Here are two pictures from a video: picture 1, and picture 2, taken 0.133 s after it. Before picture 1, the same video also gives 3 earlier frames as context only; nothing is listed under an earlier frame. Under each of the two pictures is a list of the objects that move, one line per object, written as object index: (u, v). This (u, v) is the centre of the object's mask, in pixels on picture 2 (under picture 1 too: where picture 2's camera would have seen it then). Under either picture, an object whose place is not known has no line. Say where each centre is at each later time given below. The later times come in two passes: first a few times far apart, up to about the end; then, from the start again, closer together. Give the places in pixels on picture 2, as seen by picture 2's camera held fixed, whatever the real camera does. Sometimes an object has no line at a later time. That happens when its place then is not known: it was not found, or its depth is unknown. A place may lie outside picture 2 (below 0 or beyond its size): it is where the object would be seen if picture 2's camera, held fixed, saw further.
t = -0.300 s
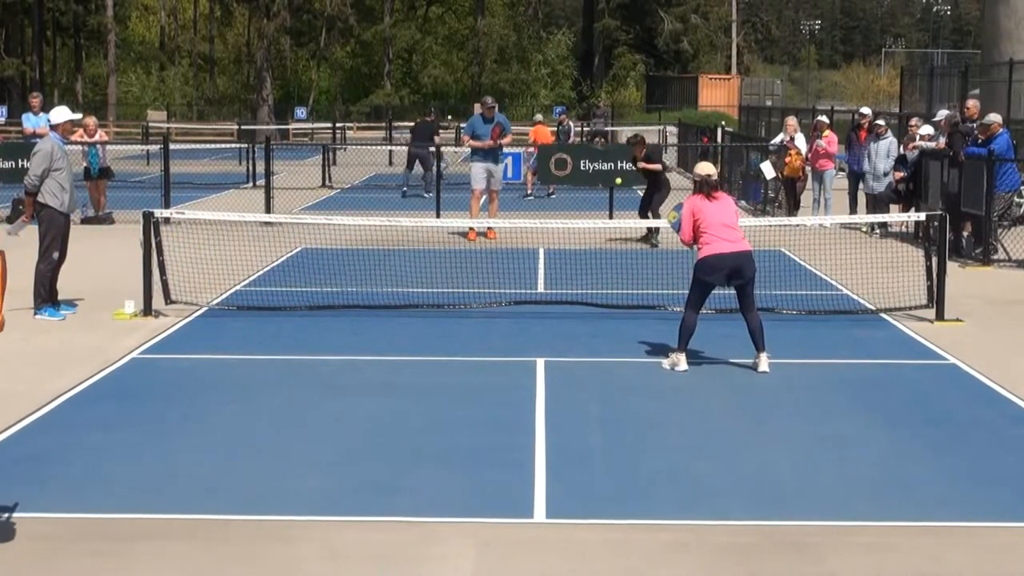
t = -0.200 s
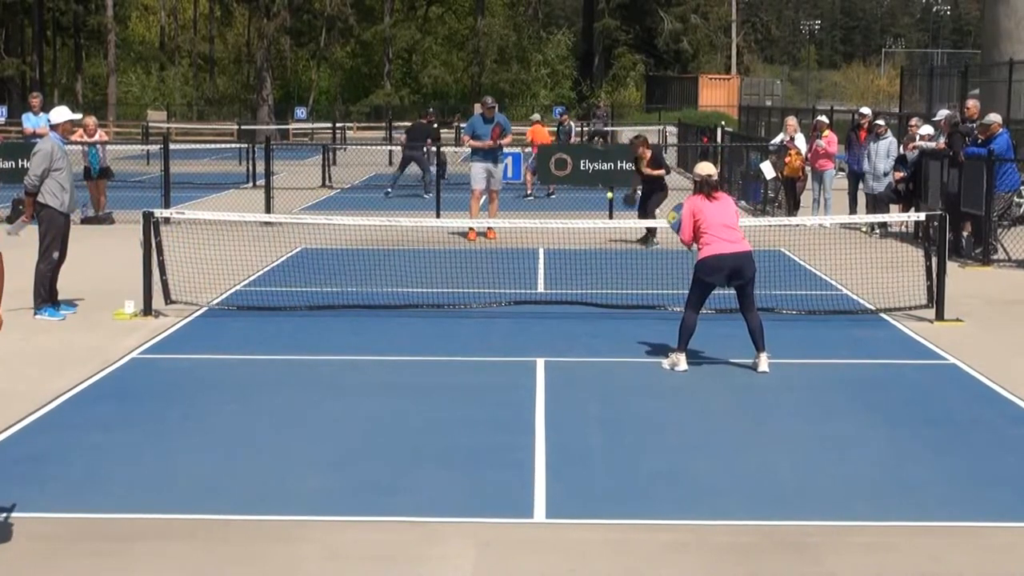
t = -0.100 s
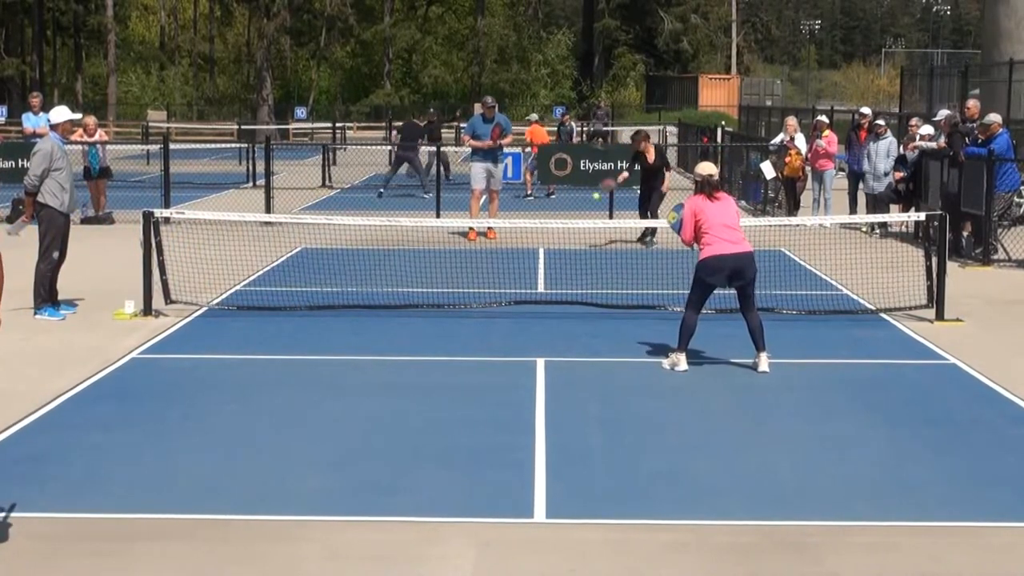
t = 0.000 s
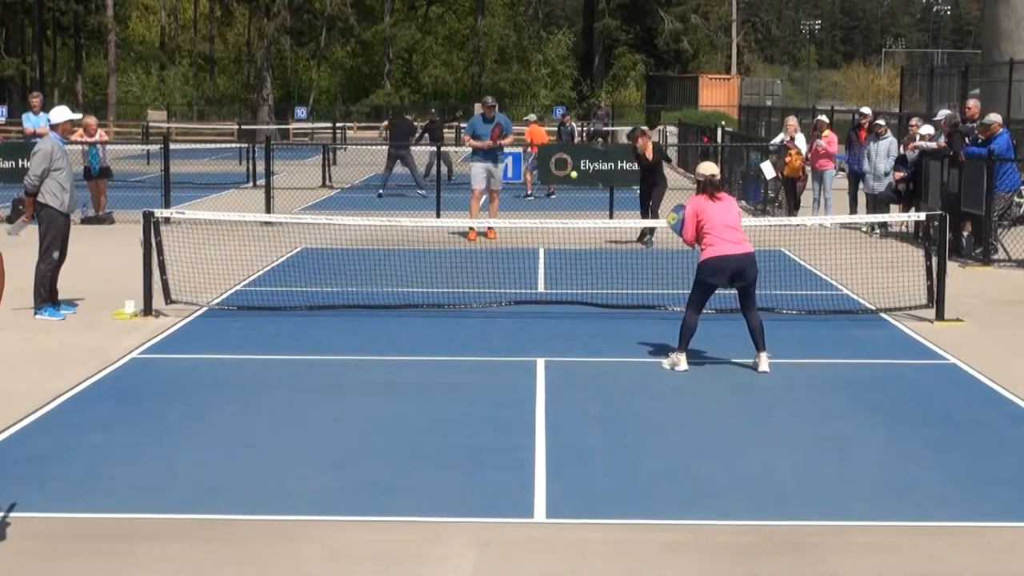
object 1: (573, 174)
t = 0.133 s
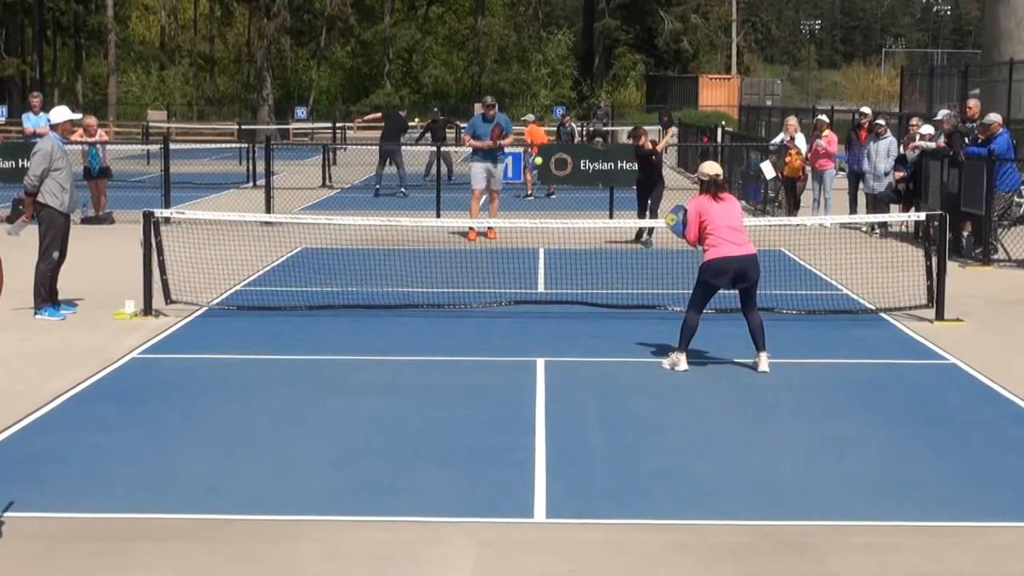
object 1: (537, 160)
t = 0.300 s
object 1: (483, 173)
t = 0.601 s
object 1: (341, 310)
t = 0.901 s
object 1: (174, 368)
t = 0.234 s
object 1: (507, 163)
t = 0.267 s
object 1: (496, 166)
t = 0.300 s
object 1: (483, 173)
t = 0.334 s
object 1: (470, 180)
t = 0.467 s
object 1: (413, 226)
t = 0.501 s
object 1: (396, 243)
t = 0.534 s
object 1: (378, 263)
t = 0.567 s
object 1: (360, 285)
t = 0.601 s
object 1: (341, 310)
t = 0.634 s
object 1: (320, 338)
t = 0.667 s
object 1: (299, 370)
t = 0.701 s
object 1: (277, 405)
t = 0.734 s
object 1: (258, 412)
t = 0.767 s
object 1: (243, 399)
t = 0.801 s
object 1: (226, 388)
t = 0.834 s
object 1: (209, 379)
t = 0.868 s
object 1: (192, 373)
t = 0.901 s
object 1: (174, 368)
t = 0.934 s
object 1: (155, 366)
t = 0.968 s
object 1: (135, 367)
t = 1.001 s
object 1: (115, 370)
